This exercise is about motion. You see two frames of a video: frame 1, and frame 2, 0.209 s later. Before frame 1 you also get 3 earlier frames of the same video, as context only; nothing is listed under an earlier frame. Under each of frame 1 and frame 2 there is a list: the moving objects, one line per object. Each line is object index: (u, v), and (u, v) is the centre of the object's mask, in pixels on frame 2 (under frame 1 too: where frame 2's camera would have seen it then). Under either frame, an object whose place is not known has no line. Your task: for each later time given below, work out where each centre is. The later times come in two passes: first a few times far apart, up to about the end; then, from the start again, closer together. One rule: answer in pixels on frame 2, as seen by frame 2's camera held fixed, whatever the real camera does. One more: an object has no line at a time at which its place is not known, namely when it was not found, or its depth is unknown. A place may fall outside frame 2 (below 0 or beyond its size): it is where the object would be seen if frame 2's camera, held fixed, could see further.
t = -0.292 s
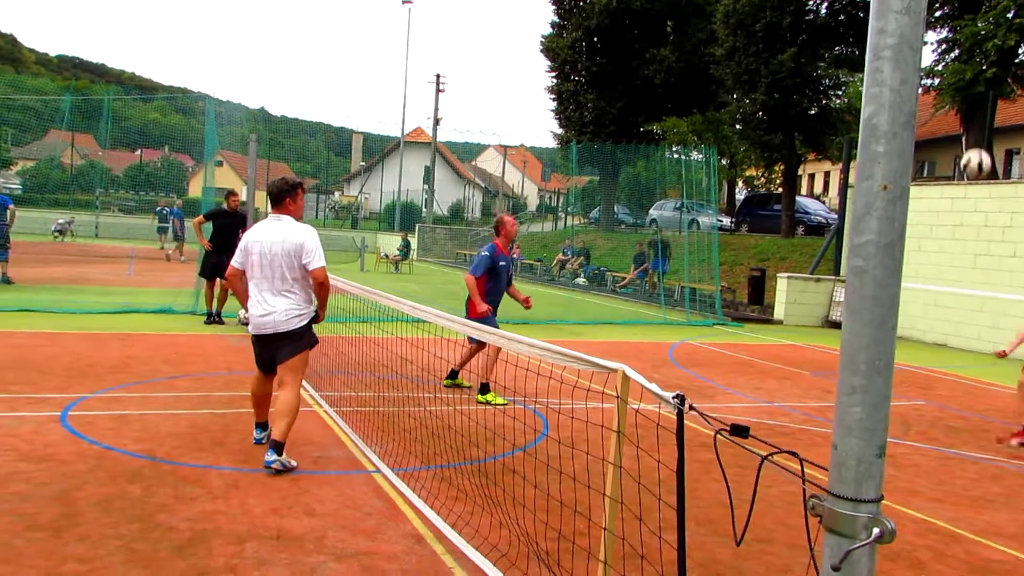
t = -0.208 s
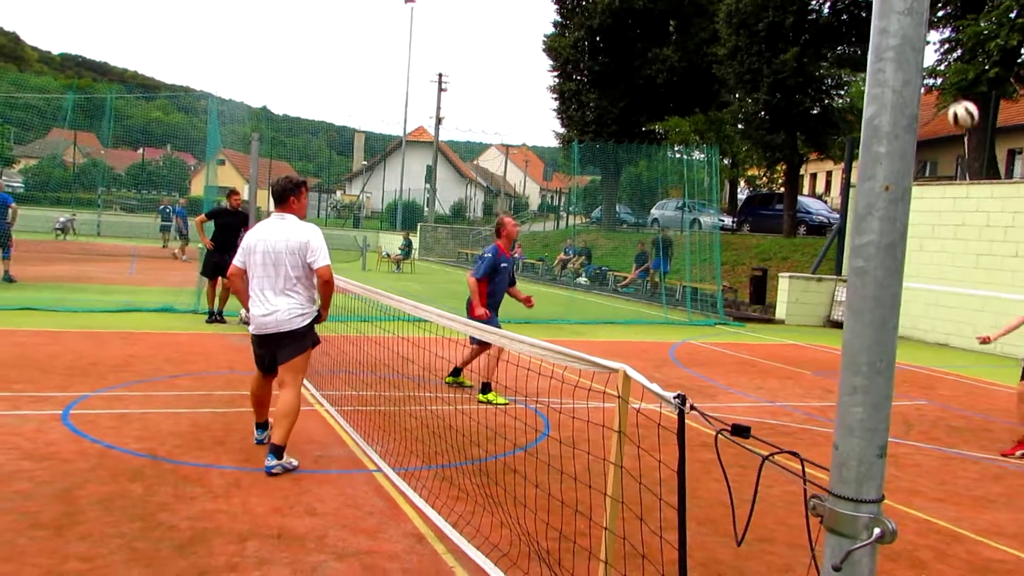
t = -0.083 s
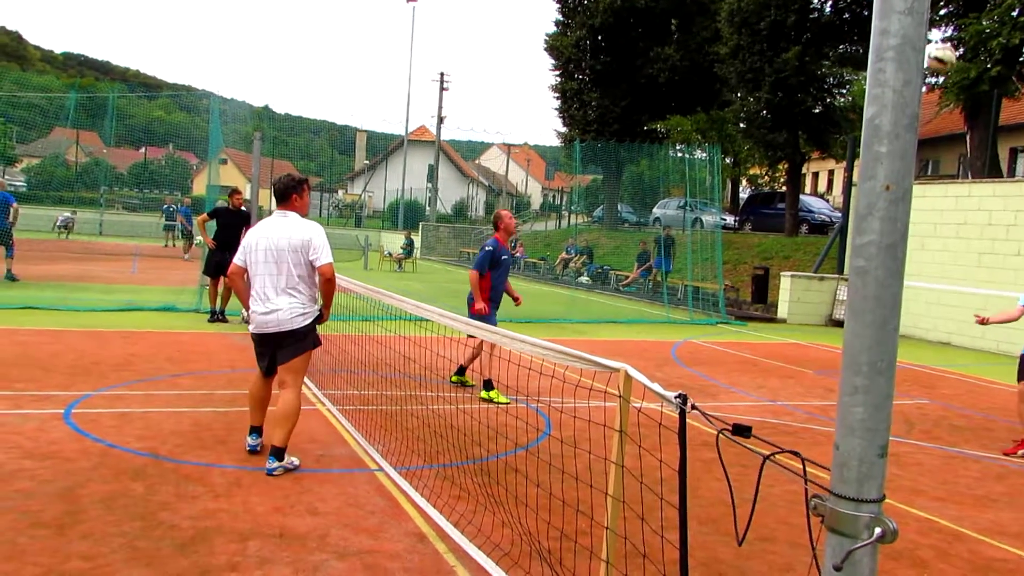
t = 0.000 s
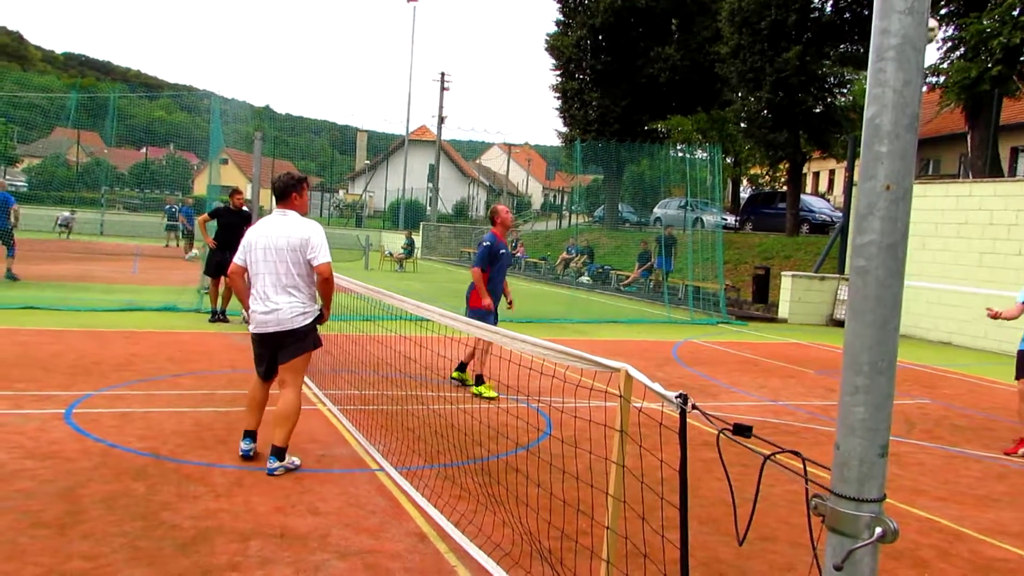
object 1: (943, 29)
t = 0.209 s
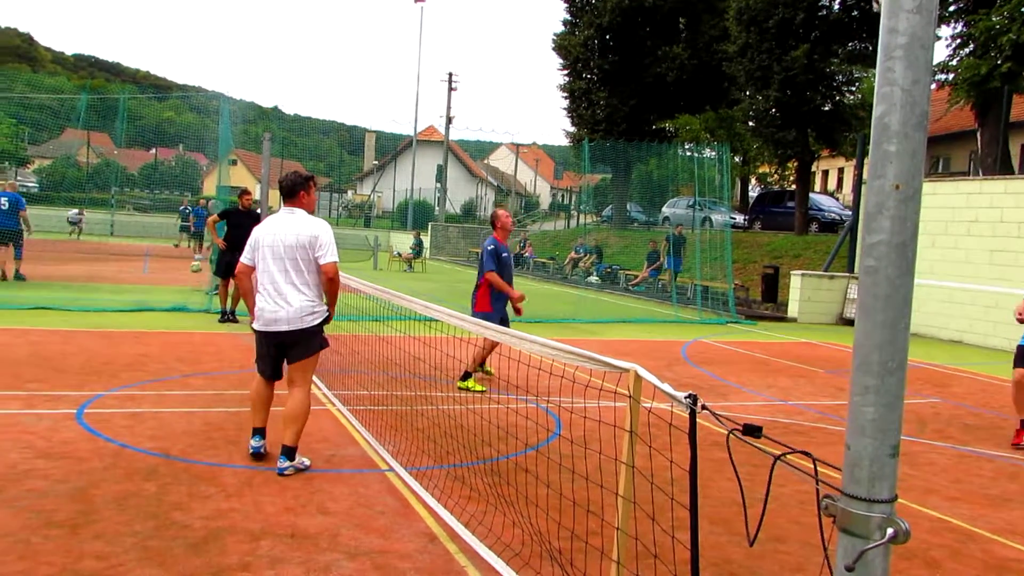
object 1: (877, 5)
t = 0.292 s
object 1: (867, 9)
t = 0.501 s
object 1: (820, 49)
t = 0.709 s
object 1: (772, 144)
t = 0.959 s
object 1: (715, 318)
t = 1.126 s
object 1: (684, 357)
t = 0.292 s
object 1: (867, 9)
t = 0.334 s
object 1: (857, 11)
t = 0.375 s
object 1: (848, 16)
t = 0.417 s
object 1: (840, 24)
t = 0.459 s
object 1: (829, 36)
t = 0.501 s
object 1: (820, 49)
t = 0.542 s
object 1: (811, 64)
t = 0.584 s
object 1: (801, 81)
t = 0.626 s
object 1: (791, 101)
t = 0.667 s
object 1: (782, 123)
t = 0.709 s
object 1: (772, 144)
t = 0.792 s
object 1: (753, 195)
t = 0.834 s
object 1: (744, 223)
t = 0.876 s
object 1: (734, 253)
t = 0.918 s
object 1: (725, 285)
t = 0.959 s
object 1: (715, 318)
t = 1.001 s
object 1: (701, 353)
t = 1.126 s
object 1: (684, 357)
